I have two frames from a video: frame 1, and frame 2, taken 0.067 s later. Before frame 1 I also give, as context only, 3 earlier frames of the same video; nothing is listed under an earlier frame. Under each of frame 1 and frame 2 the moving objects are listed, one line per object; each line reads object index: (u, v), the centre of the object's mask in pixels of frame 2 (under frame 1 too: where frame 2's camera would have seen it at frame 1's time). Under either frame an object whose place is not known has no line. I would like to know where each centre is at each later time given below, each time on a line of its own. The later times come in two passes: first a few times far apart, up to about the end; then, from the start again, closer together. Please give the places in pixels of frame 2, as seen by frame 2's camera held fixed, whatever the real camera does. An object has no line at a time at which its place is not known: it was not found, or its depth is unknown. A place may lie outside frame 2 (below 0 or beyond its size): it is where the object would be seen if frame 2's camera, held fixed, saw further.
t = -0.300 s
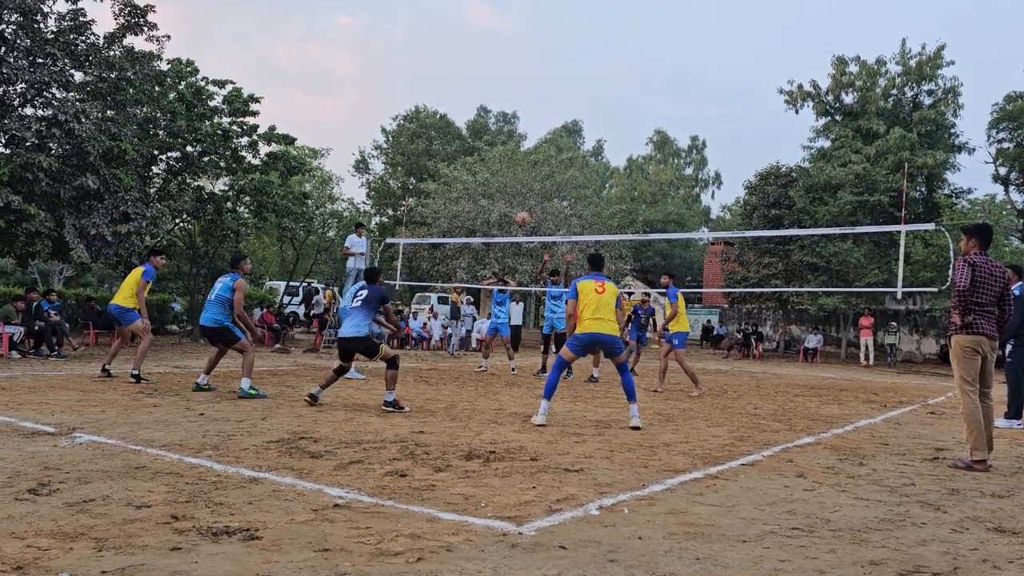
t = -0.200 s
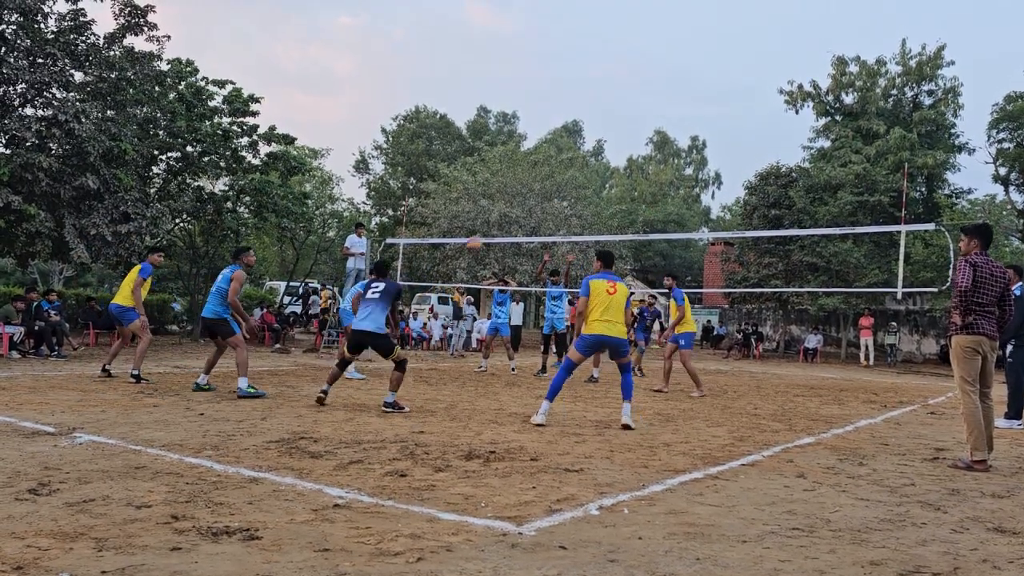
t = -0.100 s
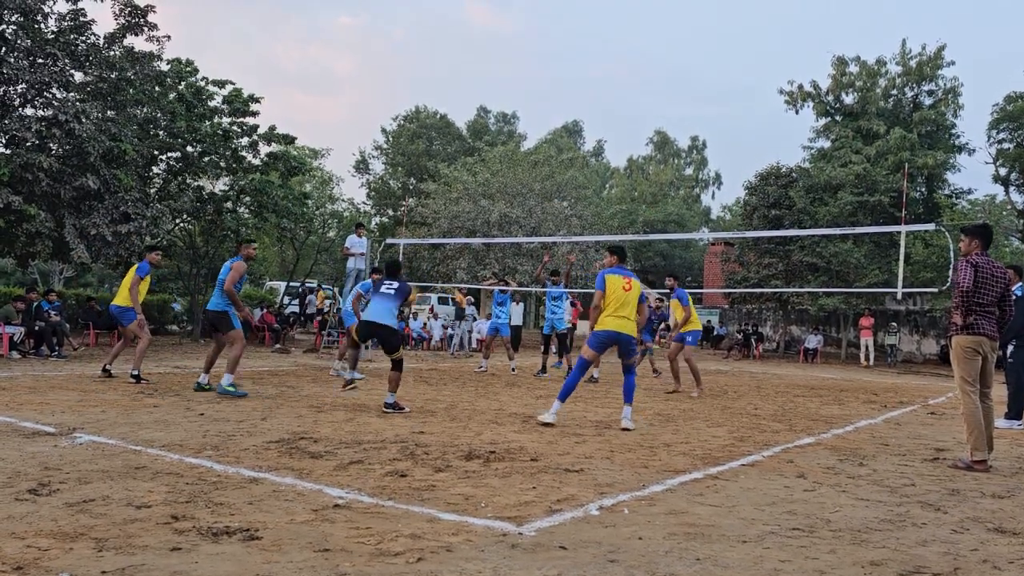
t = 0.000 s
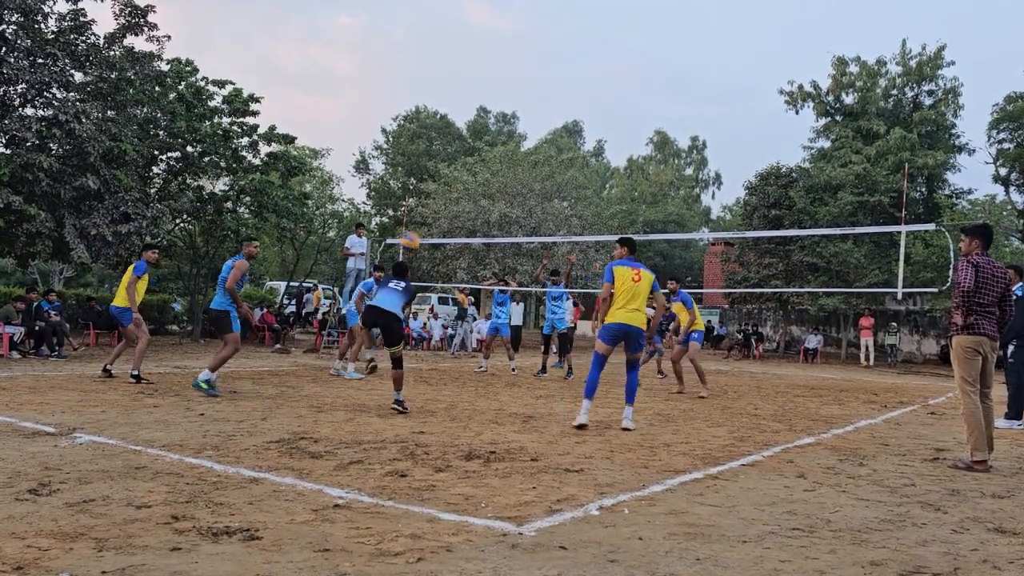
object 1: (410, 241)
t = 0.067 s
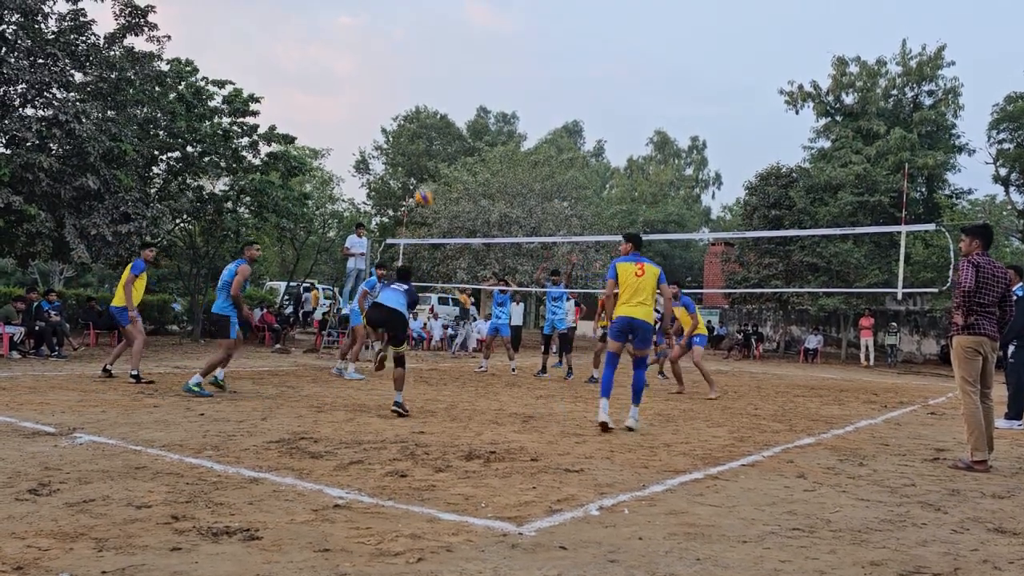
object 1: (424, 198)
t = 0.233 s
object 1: (451, 107)
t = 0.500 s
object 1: (485, 23)
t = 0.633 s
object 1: (498, 6)
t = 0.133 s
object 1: (435, 156)
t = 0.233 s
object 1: (451, 107)
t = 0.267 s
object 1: (456, 93)
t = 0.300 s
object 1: (461, 80)
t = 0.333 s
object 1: (465, 67)
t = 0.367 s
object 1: (469, 56)
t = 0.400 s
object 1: (474, 47)
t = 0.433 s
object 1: (478, 38)
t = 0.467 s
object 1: (481, 30)
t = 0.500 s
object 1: (485, 23)
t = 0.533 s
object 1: (489, 17)
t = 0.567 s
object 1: (492, 11)
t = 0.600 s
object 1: (495, 7)
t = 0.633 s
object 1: (498, 6)
